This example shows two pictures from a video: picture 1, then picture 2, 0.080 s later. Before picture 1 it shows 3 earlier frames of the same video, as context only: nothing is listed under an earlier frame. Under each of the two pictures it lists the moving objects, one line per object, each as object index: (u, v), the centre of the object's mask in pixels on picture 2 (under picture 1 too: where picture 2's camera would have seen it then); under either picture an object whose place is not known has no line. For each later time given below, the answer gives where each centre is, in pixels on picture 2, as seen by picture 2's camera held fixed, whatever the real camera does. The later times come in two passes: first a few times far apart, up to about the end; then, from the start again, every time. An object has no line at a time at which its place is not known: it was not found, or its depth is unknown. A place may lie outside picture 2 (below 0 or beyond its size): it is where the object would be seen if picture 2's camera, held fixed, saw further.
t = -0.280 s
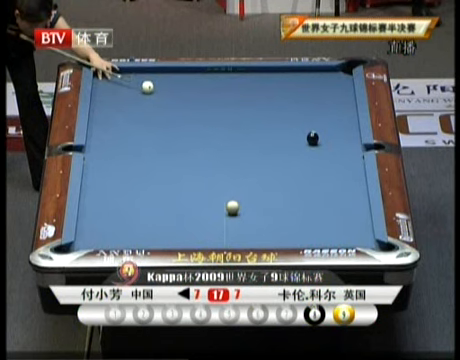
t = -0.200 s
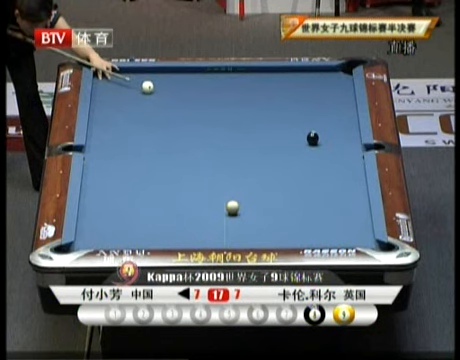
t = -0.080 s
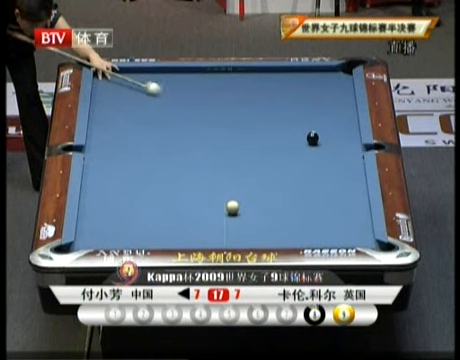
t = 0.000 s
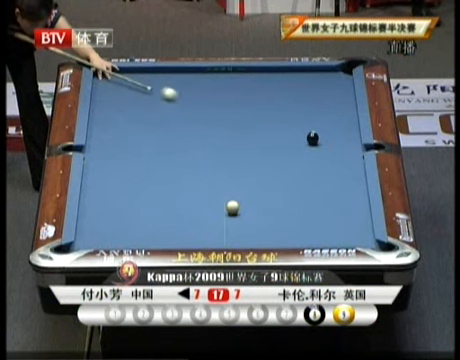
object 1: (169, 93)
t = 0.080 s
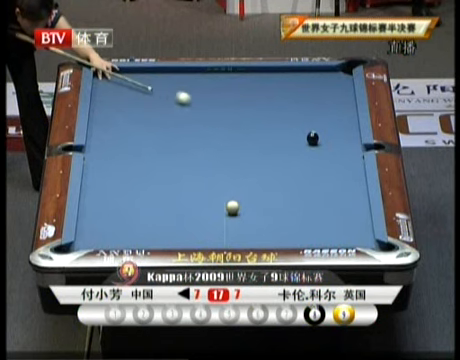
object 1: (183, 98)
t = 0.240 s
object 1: (208, 106)
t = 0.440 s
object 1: (238, 115)
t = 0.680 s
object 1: (275, 127)
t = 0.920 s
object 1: (303, 136)
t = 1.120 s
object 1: (308, 138)
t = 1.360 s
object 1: (314, 141)
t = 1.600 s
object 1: (320, 144)
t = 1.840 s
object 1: (324, 146)
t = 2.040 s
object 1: (328, 148)
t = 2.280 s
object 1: (331, 150)
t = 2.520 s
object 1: (334, 151)
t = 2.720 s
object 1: (336, 152)
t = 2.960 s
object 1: (338, 153)
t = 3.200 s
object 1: (340, 154)
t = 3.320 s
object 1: (341, 155)
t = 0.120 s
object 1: (189, 100)
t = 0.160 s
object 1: (195, 102)
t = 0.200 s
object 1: (202, 104)
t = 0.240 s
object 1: (208, 106)
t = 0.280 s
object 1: (214, 108)
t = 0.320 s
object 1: (220, 110)
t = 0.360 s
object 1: (226, 112)
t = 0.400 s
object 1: (233, 113)
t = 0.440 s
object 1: (238, 115)
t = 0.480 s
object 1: (245, 117)
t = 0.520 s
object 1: (251, 119)
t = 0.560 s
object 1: (257, 121)
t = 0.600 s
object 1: (263, 123)
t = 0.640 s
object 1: (269, 125)
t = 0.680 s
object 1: (275, 127)
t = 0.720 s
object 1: (281, 129)
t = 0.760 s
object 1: (287, 130)
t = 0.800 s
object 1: (293, 132)
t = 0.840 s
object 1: (299, 134)
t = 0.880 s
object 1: (303, 136)
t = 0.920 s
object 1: (303, 136)
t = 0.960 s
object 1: (304, 136)
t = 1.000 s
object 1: (305, 137)
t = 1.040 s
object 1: (306, 137)
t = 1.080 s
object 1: (308, 138)
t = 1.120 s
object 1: (308, 138)
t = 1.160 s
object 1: (309, 139)
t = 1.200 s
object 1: (310, 139)
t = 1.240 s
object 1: (311, 139)
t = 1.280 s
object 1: (312, 140)
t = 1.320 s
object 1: (313, 141)
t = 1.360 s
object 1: (314, 141)
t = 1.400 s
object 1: (315, 142)
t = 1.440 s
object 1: (316, 142)
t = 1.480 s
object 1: (317, 142)
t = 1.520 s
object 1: (318, 143)
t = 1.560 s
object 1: (319, 143)
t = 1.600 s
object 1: (320, 144)
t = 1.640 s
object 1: (321, 144)
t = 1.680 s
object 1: (321, 144)
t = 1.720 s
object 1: (322, 145)
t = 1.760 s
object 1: (323, 145)
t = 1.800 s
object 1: (324, 145)
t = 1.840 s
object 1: (324, 146)
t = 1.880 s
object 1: (325, 146)
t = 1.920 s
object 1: (326, 147)
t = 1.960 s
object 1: (327, 147)
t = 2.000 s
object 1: (327, 147)
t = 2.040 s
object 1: (328, 148)
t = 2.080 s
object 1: (328, 148)
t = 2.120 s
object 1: (329, 148)
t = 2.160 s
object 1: (330, 149)
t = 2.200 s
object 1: (330, 149)
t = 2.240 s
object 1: (331, 149)
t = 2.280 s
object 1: (331, 150)
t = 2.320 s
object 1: (332, 150)
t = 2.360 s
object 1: (333, 150)
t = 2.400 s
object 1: (333, 150)
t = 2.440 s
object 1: (333, 150)
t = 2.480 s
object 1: (334, 151)
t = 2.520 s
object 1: (334, 151)
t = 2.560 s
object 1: (335, 151)
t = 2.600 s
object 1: (335, 152)
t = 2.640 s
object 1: (336, 152)
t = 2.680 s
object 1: (336, 152)
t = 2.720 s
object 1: (336, 152)
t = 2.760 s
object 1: (337, 152)
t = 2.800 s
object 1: (337, 153)
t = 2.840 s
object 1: (337, 153)
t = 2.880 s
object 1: (338, 153)
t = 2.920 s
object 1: (338, 153)
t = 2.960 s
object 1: (338, 153)
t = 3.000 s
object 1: (338, 154)
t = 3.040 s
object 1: (339, 154)
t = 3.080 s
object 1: (339, 154)
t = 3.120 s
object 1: (339, 154)
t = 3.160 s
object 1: (340, 154)
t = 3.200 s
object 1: (340, 154)
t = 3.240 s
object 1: (340, 154)
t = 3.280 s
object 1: (340, 154)
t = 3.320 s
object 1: (341, 155)
